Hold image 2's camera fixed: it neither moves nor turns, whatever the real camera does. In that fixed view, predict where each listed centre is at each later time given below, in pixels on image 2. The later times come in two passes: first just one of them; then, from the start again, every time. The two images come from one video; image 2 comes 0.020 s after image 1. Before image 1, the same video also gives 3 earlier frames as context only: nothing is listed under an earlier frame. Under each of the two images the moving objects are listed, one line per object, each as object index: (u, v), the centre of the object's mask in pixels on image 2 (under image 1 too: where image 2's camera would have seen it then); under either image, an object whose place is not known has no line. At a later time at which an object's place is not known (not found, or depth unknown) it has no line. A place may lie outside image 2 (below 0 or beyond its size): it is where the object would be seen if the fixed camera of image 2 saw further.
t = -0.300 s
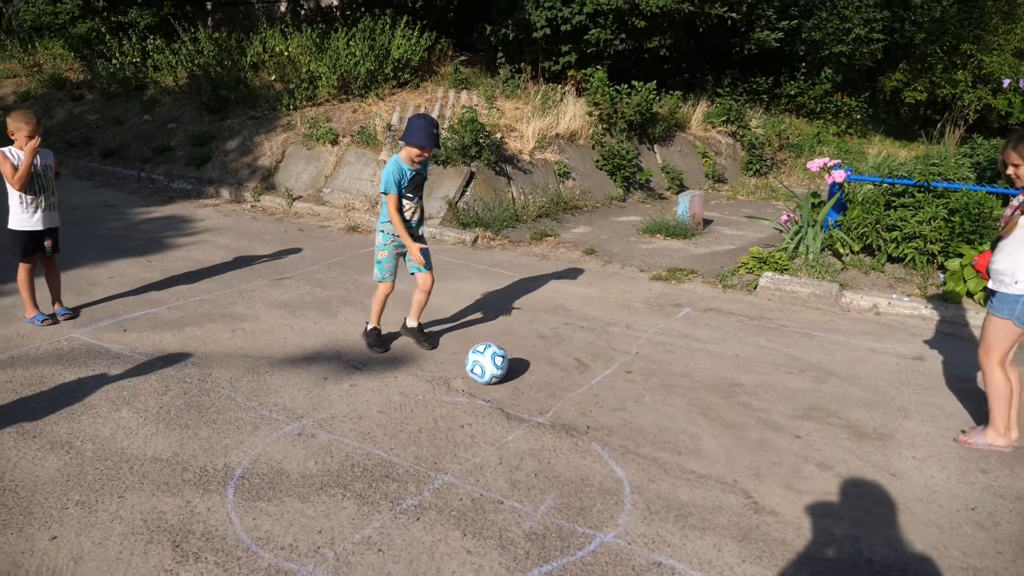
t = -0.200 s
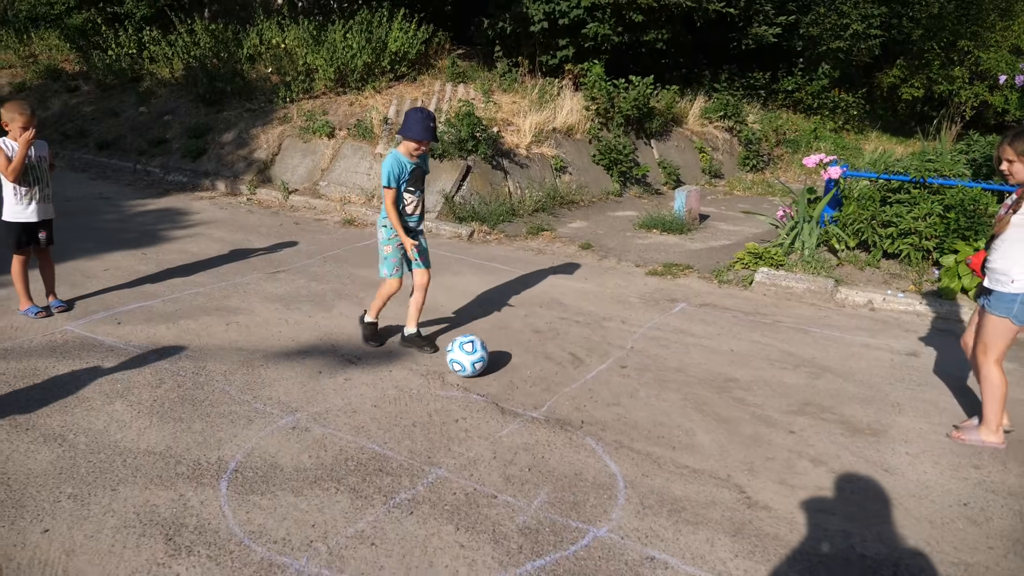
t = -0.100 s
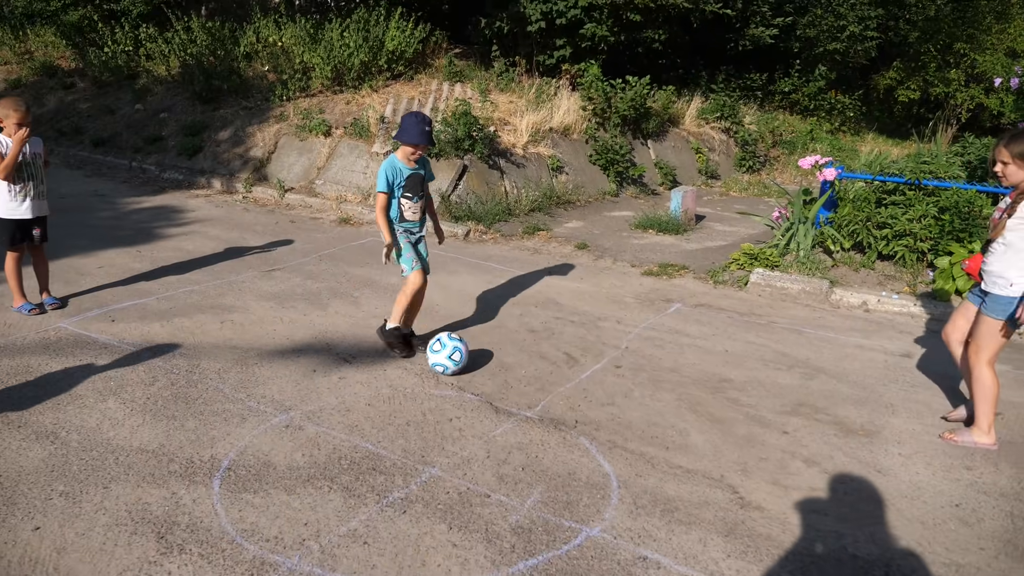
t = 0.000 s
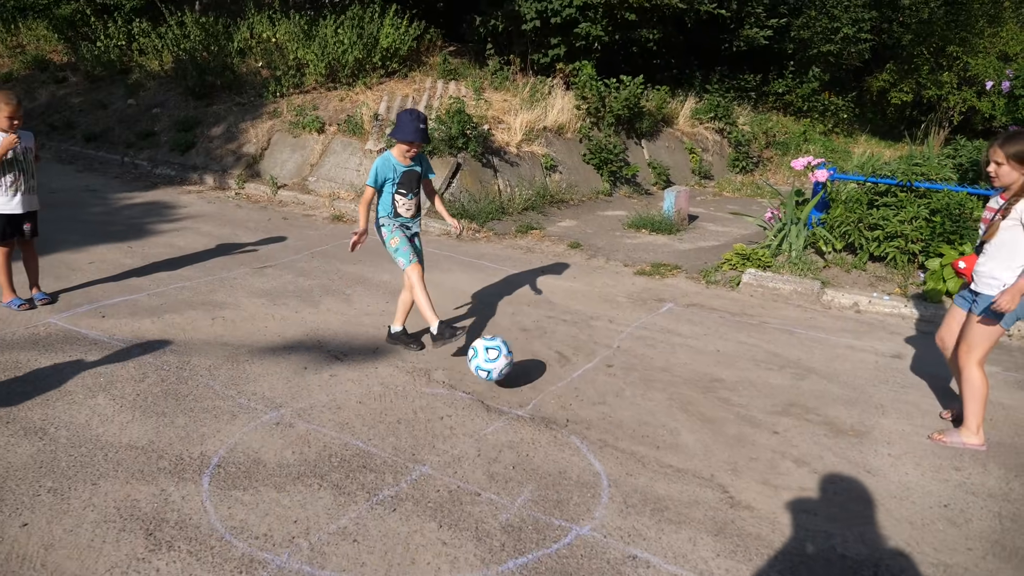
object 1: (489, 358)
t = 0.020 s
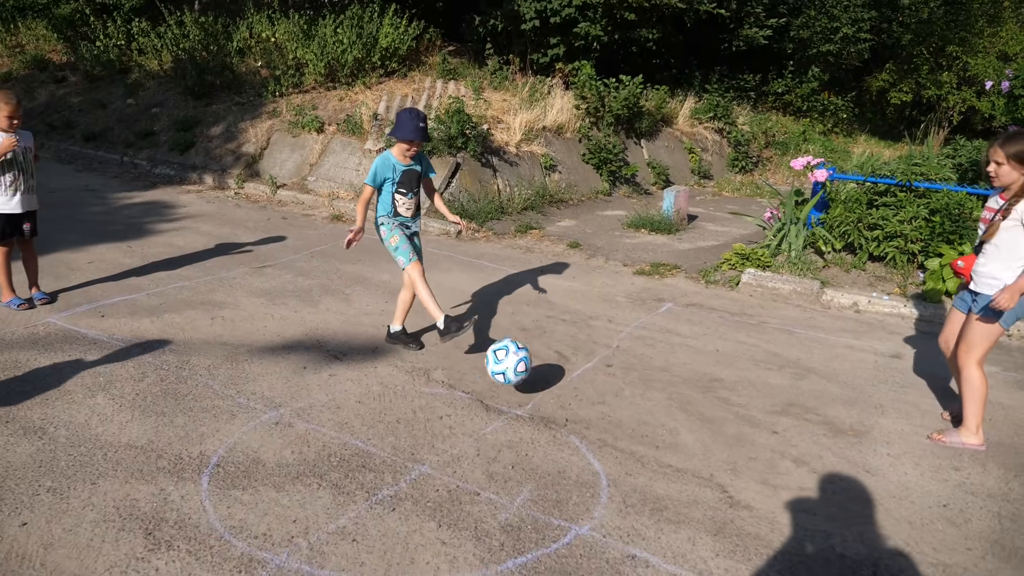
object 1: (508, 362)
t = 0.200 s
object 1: (716, 451)
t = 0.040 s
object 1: (528, 367)
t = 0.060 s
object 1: (548, 373)
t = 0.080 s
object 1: (569, 381)
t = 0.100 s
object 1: (591, 389)
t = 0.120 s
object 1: (614, 398)
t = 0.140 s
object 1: (638, 409)
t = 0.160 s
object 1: (663, 422)
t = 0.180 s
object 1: (689, 436)
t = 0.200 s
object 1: (716, 451)
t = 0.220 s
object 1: (745, 468)
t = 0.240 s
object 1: (774, 487)
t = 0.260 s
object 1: (801, 500)
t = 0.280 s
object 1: (823, 499)
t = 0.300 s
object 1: (845, 498)
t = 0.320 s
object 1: (866, 499)
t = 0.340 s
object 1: (890, 500)
